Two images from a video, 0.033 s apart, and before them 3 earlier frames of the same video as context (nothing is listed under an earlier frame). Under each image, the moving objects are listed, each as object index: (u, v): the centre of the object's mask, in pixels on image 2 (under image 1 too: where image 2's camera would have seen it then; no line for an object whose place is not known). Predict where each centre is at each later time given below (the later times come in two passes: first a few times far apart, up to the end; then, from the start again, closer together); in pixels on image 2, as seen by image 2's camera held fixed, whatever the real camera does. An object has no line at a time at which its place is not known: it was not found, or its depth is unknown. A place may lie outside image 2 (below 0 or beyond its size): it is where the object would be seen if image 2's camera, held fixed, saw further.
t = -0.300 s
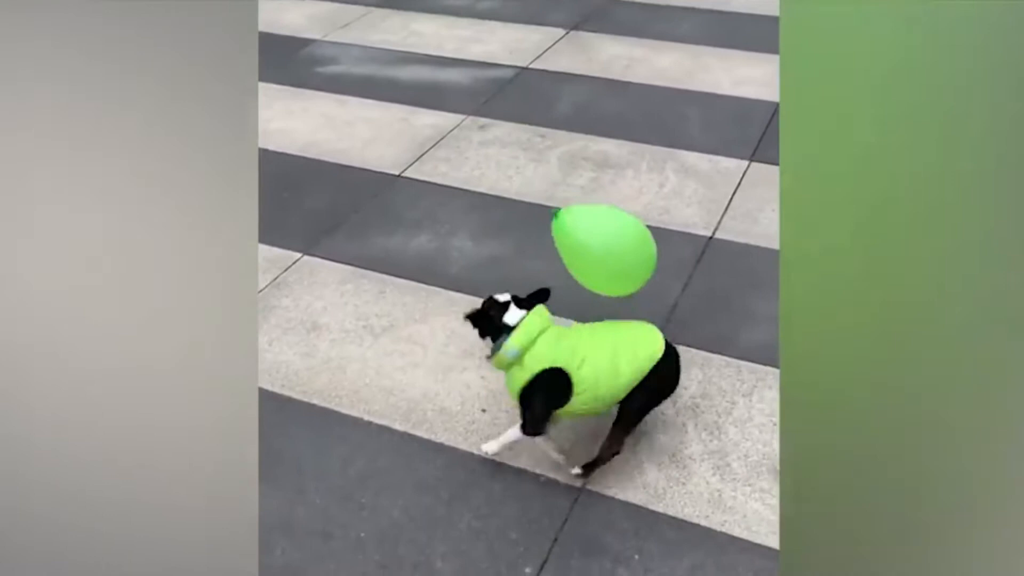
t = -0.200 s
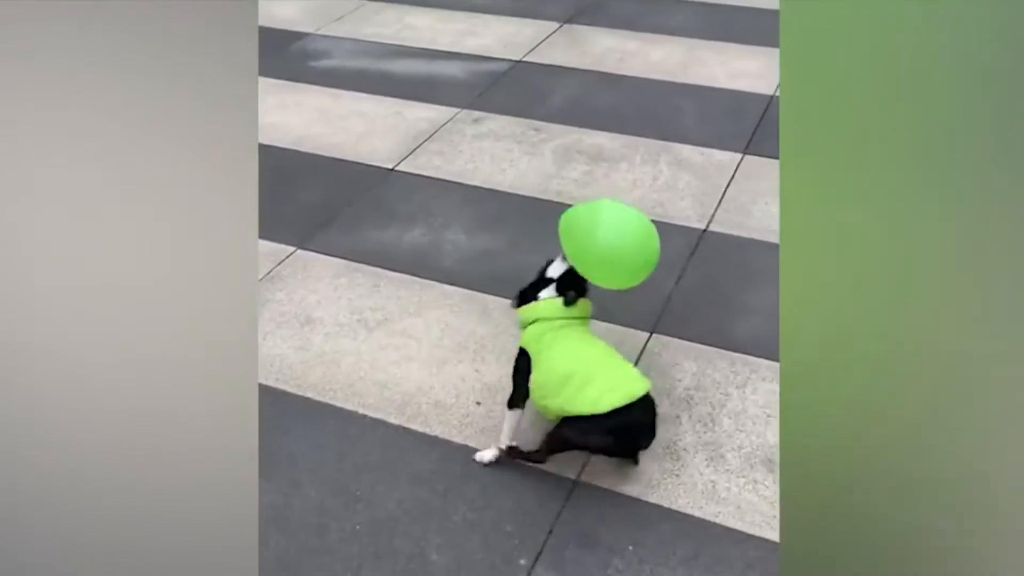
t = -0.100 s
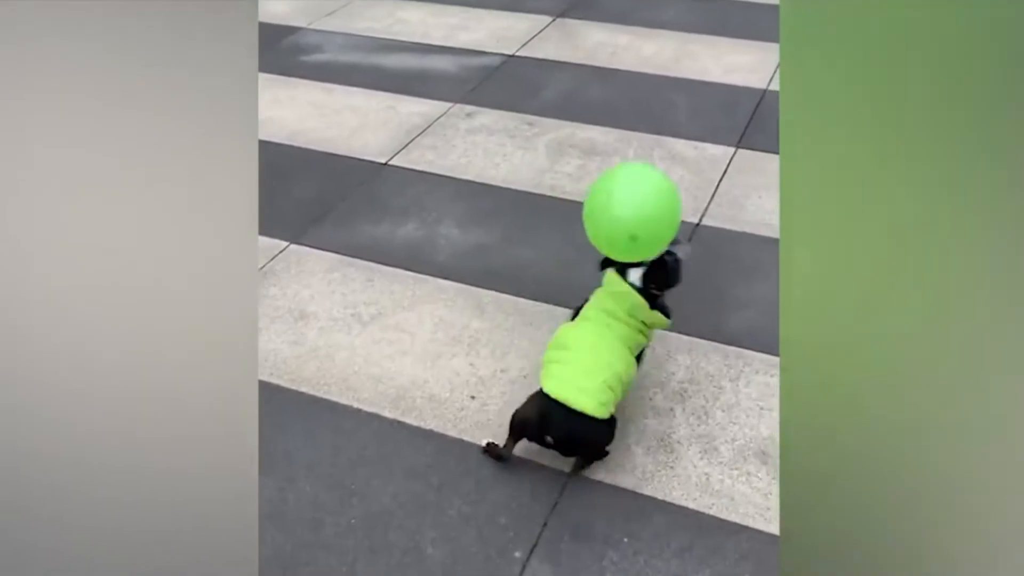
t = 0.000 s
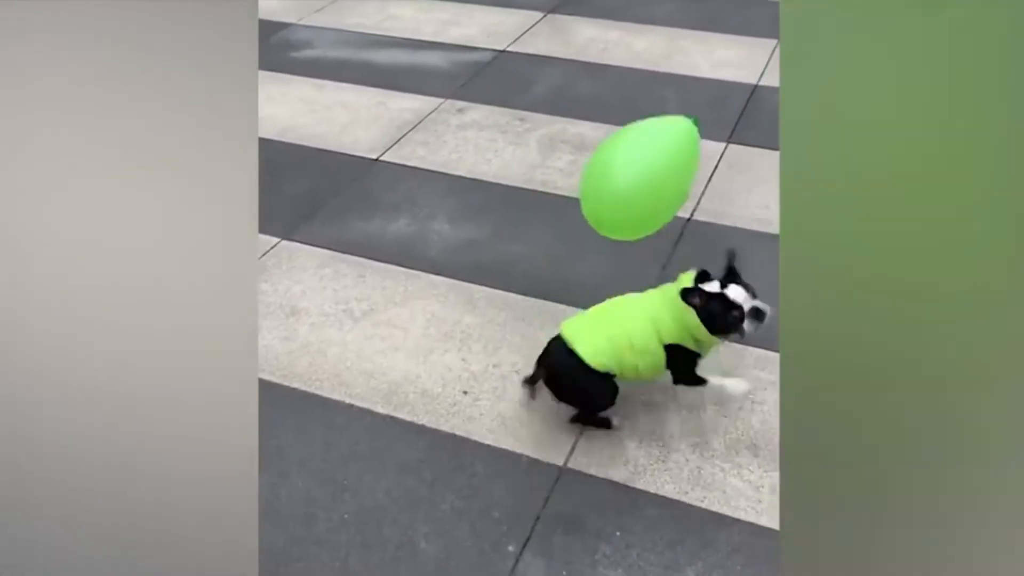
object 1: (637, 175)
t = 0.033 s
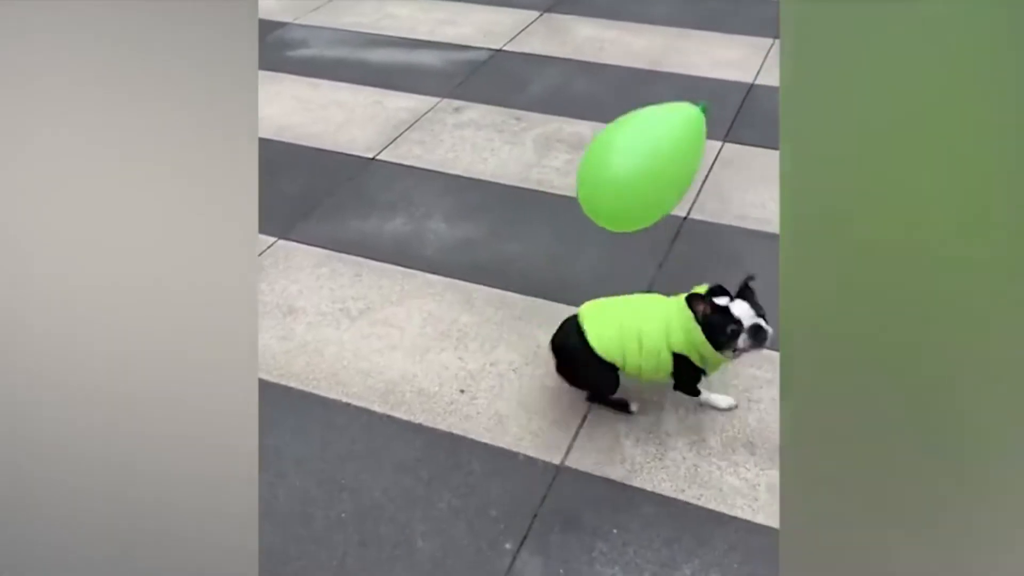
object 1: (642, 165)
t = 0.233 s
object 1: (653, 120)
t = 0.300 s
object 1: (649, 112)
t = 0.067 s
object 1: (645, 155)
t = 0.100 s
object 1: (648, 147)
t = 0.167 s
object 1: (652, 132)
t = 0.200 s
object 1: (652, 126)
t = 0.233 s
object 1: (653, 120)
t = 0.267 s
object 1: (652, 116)
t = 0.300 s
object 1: (649, 112)
